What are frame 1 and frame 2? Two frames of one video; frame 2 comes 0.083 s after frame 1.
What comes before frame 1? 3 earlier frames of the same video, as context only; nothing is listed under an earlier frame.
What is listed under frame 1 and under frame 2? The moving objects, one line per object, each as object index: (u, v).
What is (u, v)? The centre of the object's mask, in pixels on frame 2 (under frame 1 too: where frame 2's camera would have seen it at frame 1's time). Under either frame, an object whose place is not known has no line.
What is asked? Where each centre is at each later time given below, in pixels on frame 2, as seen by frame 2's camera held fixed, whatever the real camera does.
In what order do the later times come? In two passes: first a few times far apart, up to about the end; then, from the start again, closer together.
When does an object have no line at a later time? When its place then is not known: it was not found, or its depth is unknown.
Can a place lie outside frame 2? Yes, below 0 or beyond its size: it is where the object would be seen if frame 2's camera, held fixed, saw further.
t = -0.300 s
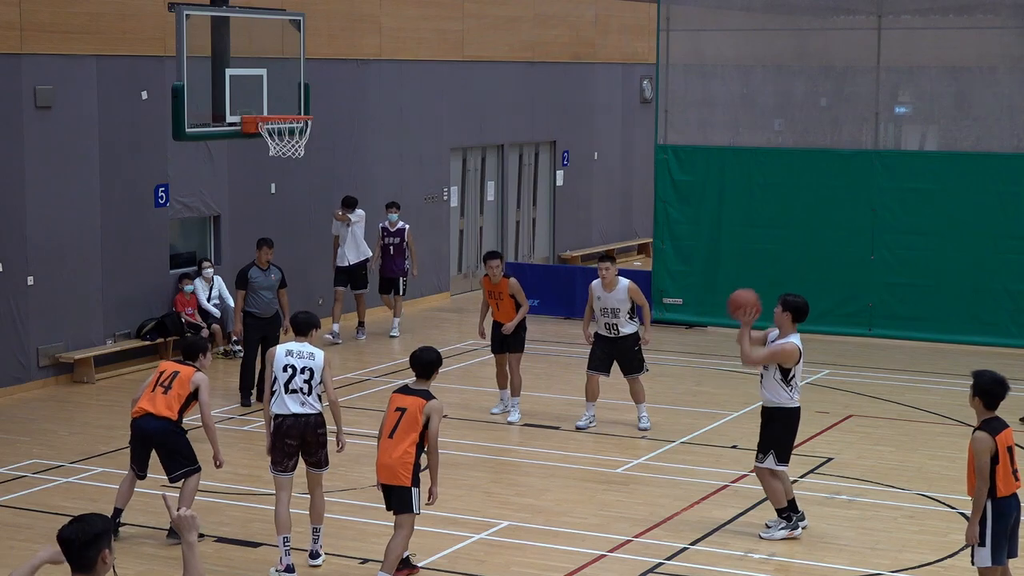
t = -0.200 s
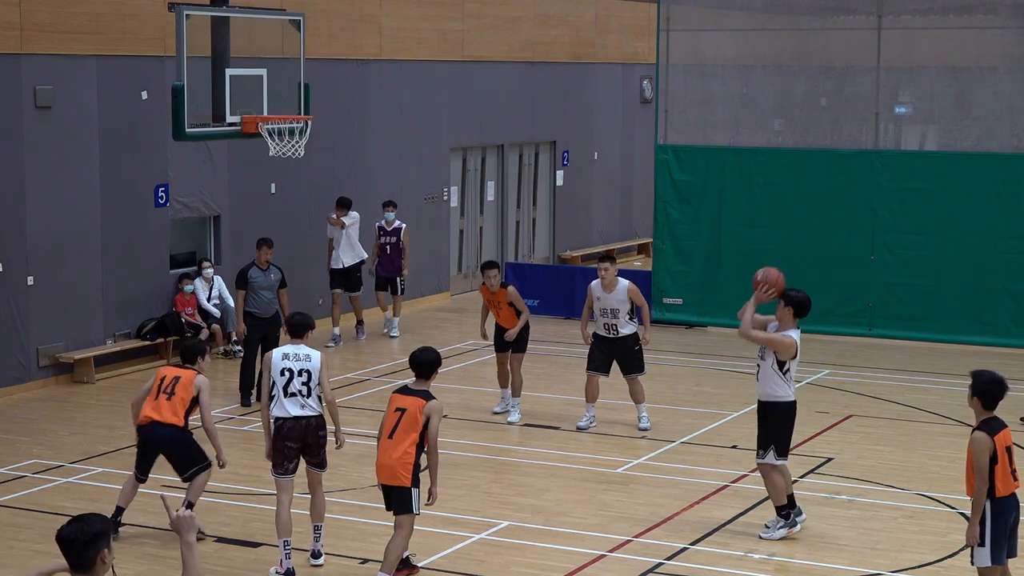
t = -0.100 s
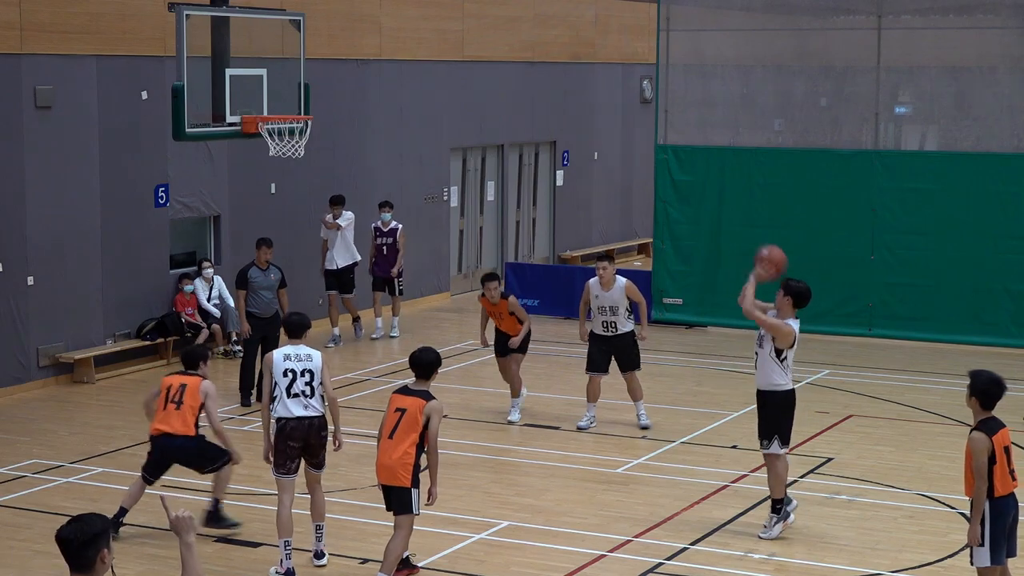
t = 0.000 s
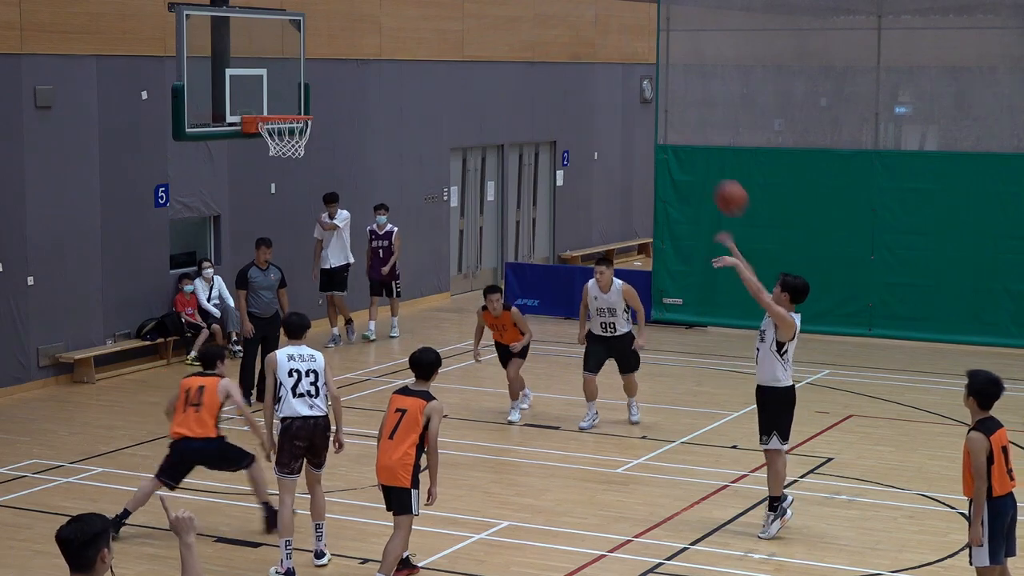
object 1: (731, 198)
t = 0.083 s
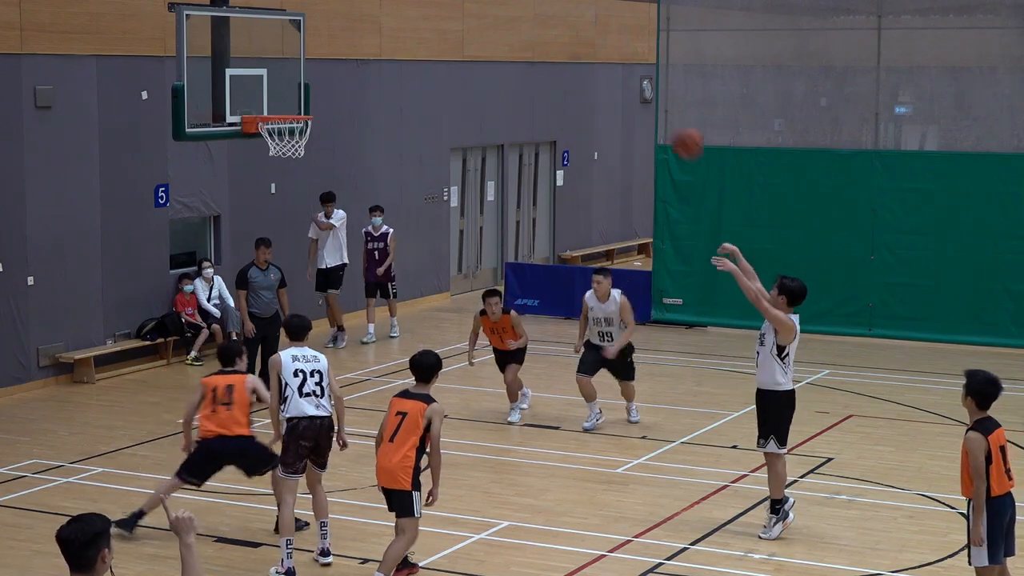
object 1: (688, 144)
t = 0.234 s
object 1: (610, 66)
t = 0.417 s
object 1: (520, 13)
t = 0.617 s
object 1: (430, 9)
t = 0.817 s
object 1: (346, 45)
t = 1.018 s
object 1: (279, 102)
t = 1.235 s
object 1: (261, 88)
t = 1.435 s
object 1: (243, 125)
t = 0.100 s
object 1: (678, 131)
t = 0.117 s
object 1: (670, 122)
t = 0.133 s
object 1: (661, 113)
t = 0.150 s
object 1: (652, 103)
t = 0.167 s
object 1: (643, 94)
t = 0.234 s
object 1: (610, 66)
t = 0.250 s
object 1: (601, 60)
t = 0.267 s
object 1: (593, 52)
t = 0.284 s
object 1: (584, 47)
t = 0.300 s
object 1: (577, 41)
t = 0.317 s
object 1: (569, 37)
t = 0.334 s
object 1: (561, 32)
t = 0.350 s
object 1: (552, 27)
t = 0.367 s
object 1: (545, 23)
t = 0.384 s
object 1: (537, 19)
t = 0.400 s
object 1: (528, 16)
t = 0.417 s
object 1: (520, 13)
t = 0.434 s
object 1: (513, 12)
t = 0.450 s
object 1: (506, 10)
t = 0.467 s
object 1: (497, 9)
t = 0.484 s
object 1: (490, 8)
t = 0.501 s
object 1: (482, 8)
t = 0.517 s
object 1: (474, 8)
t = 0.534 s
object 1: (467, 8)
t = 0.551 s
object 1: (459, 7)
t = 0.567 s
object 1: (452, 8)
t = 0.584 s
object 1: (444, 8)
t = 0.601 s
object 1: (437, 8)
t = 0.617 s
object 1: (430, 9)
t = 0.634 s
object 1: (422, 9)
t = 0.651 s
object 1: (415, 10)
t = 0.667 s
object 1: (408, 12)
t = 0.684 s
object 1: (402, 13)
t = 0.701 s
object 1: (394, 17)
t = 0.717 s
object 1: (387, 20)
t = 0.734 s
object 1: (380, 23)
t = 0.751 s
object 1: (373, 27)
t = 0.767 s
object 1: (366, 31)
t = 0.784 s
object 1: (359, 35)
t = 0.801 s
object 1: (352, 40)
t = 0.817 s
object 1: (346, 45)
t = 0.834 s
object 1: (339, 51)
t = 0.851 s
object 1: (332, 56)
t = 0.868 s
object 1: (325, 62)
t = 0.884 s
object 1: (319, 68)
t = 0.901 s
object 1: (313, 74)
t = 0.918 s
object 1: (306, 80)
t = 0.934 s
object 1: (300, 88)
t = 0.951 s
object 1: (293, 94)
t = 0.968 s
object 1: (286, 102)
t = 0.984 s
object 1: (281, 106)
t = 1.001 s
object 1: (280, 104)
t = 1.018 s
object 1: (279, 102)
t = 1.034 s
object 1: (277, 99)
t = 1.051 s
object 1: (276, 97)
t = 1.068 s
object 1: (275, 94)
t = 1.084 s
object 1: (273, 92)
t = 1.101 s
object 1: (272, 90)
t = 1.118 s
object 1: (271, 89)
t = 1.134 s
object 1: (270, 88)
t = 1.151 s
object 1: (268, 87)
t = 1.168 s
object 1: (267, 86)
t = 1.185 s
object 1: (265, 86)
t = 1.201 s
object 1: (264, 86)
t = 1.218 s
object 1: (262, 87)
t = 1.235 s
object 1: (261, 88)
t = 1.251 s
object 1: (259, 89)
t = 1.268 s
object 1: (258, 90)
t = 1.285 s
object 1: (256, 92)
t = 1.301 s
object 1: (255, 94)
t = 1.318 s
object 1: (253, 97)
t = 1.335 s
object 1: (252, 100)
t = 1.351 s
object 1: (251, 103)
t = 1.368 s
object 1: (250, 106)
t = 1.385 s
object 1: (248, 111)
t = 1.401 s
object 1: (246, 114)
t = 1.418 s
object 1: (245, 121)
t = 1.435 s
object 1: (243, 125)
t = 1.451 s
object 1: (242, 131)
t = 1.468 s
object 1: (241, 137)
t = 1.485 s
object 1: (239, 143)
